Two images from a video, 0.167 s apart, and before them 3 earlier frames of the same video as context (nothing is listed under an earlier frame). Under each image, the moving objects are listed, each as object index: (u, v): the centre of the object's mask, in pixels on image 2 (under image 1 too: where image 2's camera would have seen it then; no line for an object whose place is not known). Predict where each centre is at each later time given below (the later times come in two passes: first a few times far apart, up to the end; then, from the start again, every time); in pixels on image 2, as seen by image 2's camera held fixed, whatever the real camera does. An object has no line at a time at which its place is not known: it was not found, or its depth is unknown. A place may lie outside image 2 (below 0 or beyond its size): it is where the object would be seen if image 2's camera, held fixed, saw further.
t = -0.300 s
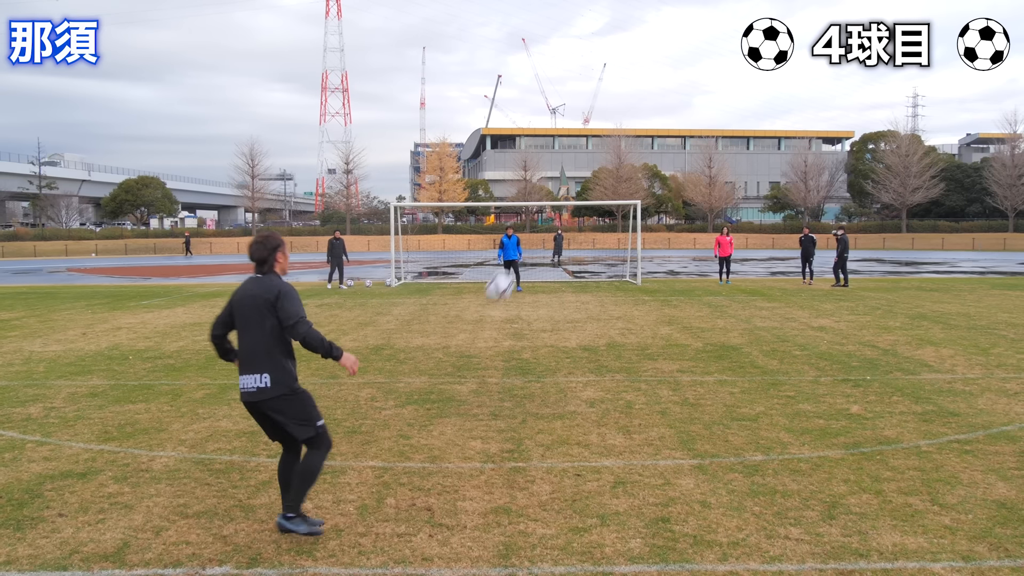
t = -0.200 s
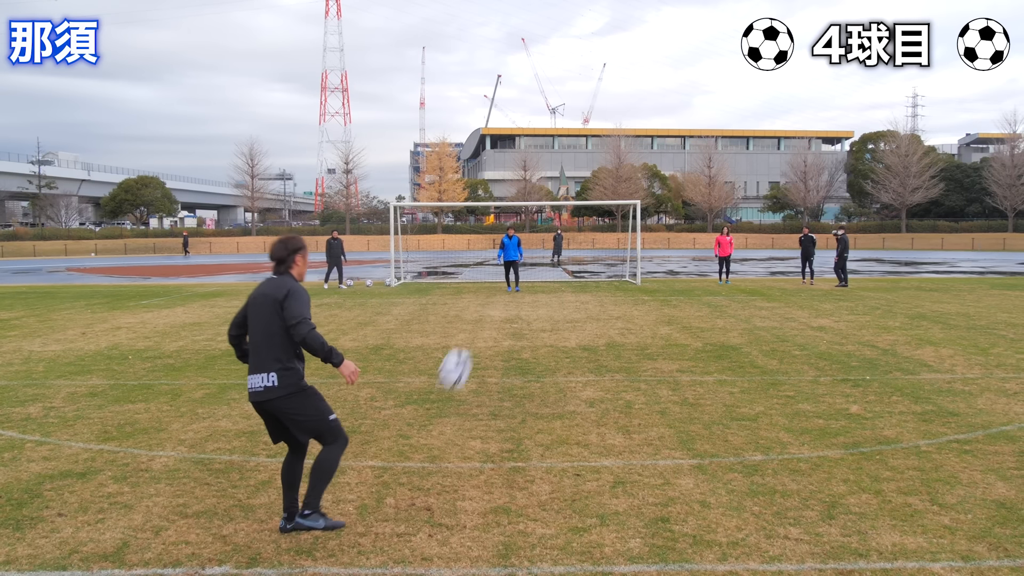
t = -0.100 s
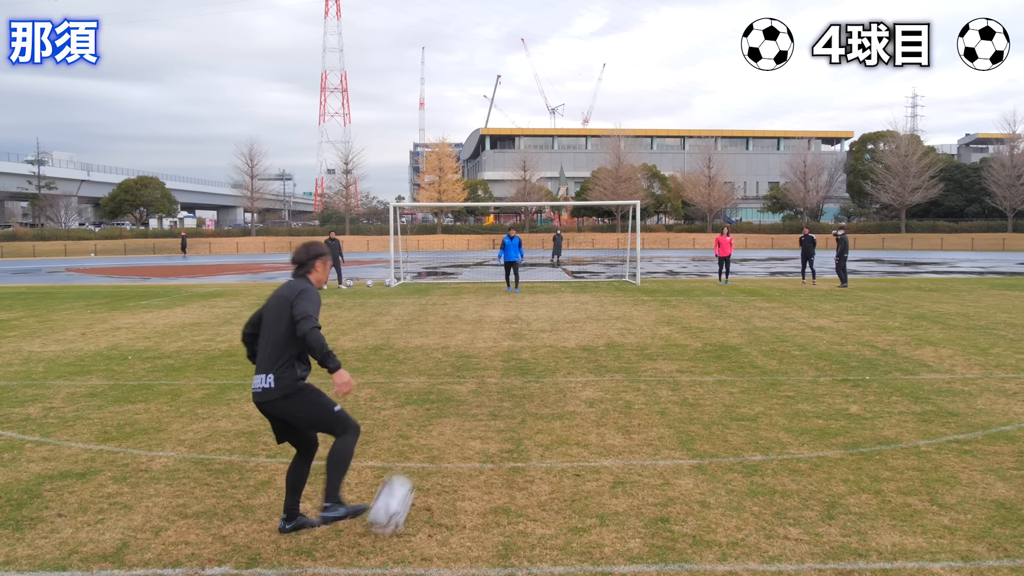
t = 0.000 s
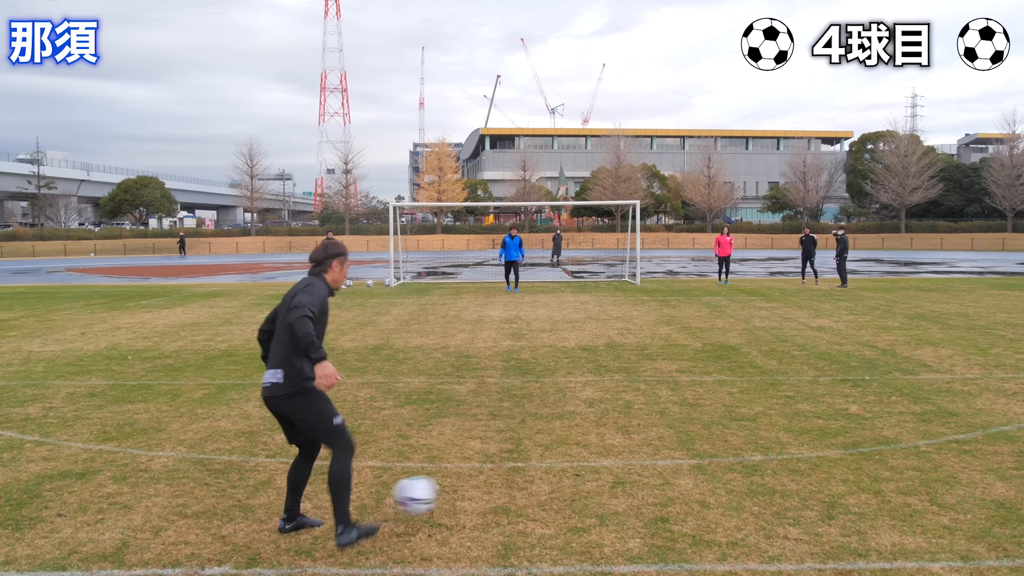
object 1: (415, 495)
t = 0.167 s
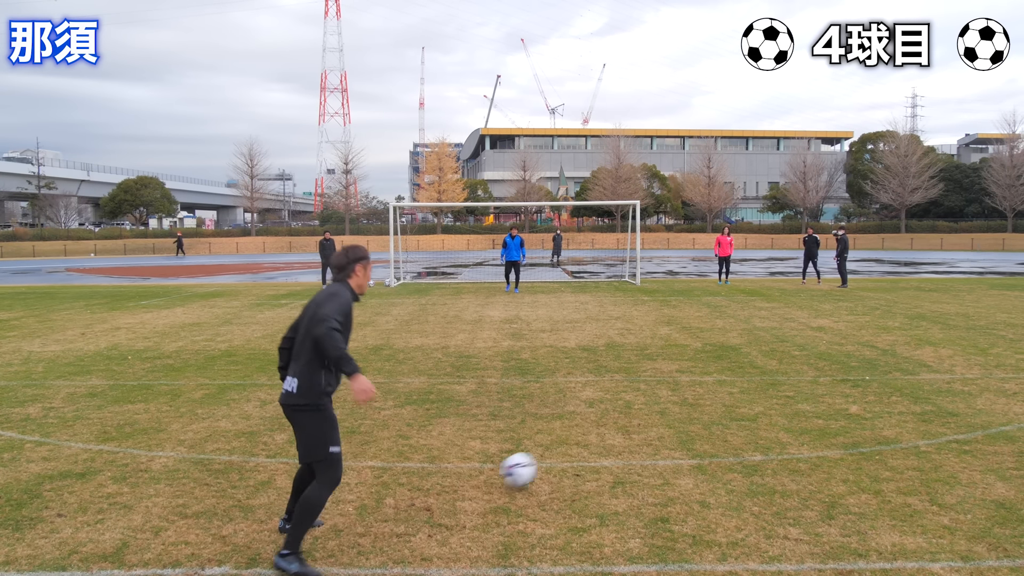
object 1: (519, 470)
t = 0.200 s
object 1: (535, 462)
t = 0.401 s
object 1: (610, 442)
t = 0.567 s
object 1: (650, 430)
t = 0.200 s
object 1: (535, 462)
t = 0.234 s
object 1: (549, 458)
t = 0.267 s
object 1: (563, 454)
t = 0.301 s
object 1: (577, 453)
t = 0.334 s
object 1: (589, 451)
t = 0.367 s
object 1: (600, 446)
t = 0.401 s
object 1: (610, 442)
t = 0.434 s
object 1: (620, 440)
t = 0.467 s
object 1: (628, 437)
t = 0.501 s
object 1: (635, 434)
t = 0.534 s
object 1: (643, 431)
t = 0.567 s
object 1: (650, 430)
